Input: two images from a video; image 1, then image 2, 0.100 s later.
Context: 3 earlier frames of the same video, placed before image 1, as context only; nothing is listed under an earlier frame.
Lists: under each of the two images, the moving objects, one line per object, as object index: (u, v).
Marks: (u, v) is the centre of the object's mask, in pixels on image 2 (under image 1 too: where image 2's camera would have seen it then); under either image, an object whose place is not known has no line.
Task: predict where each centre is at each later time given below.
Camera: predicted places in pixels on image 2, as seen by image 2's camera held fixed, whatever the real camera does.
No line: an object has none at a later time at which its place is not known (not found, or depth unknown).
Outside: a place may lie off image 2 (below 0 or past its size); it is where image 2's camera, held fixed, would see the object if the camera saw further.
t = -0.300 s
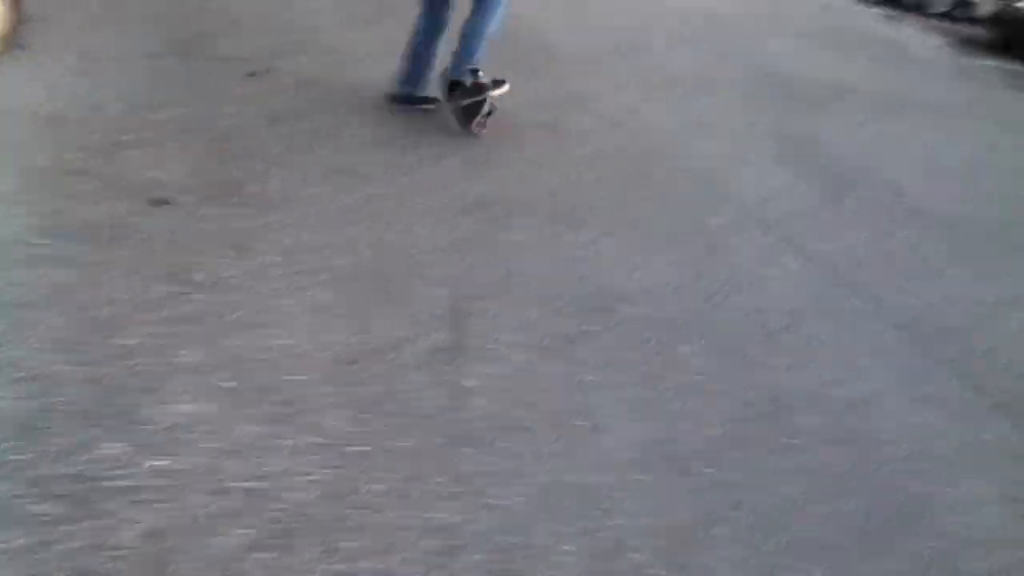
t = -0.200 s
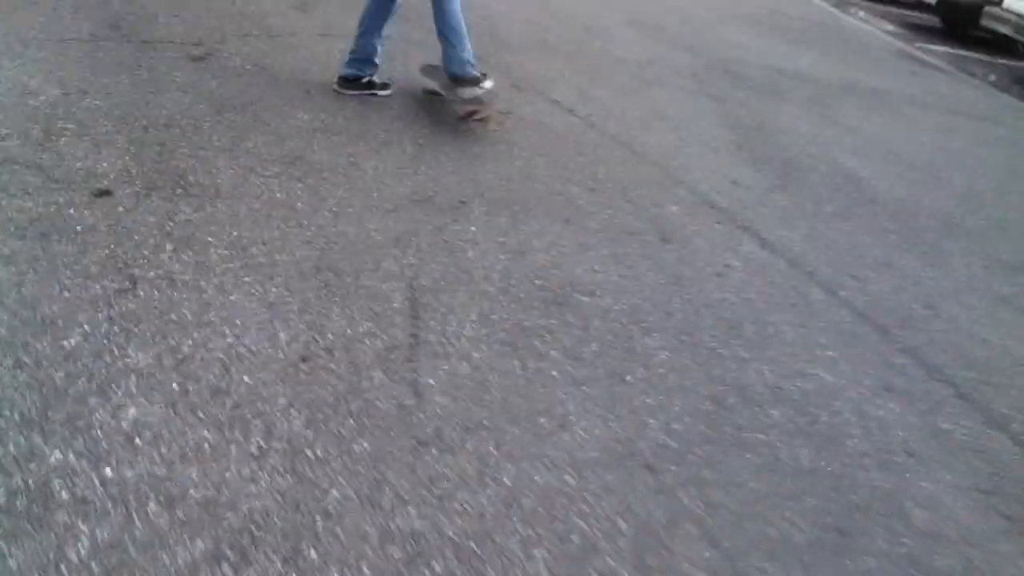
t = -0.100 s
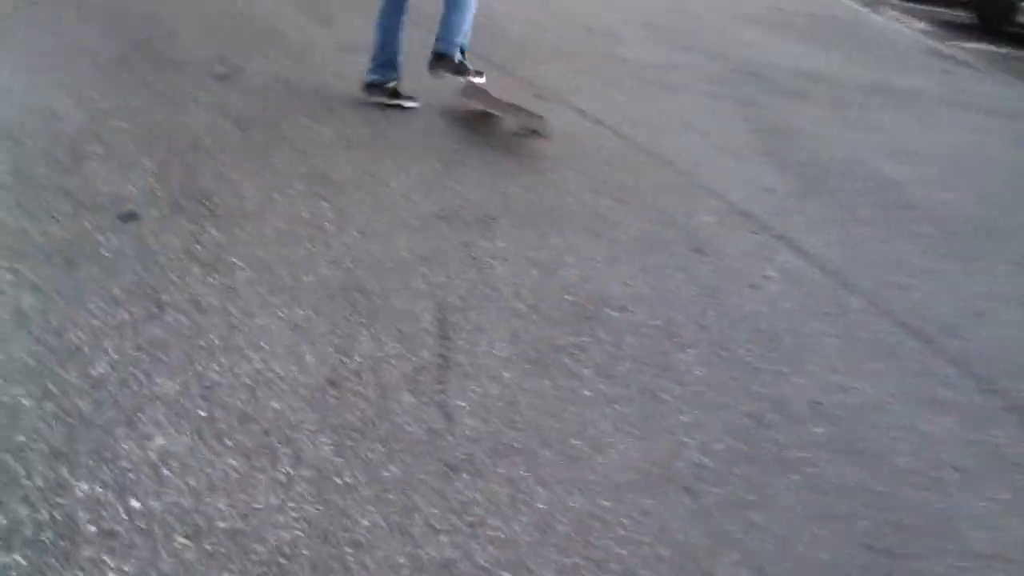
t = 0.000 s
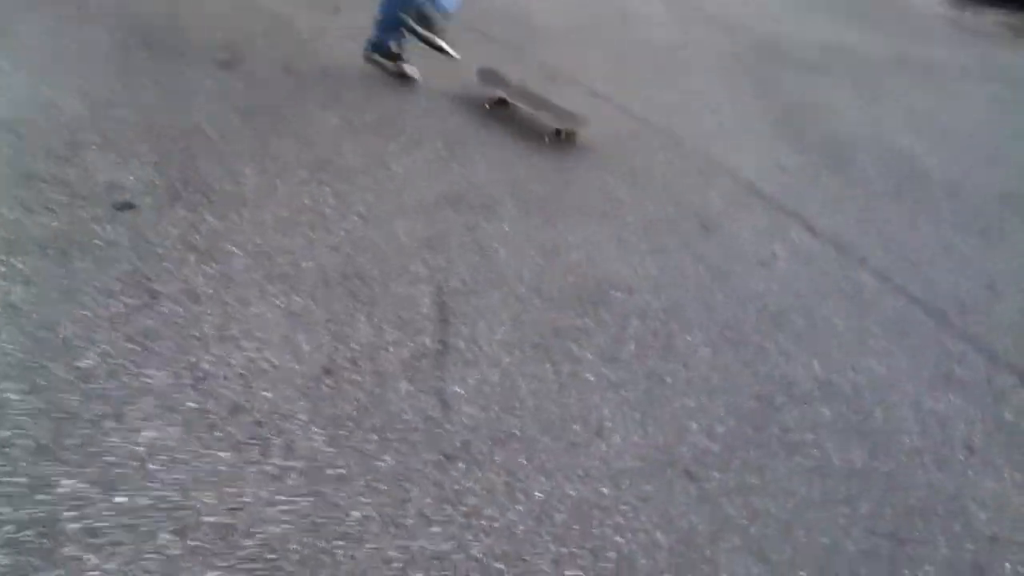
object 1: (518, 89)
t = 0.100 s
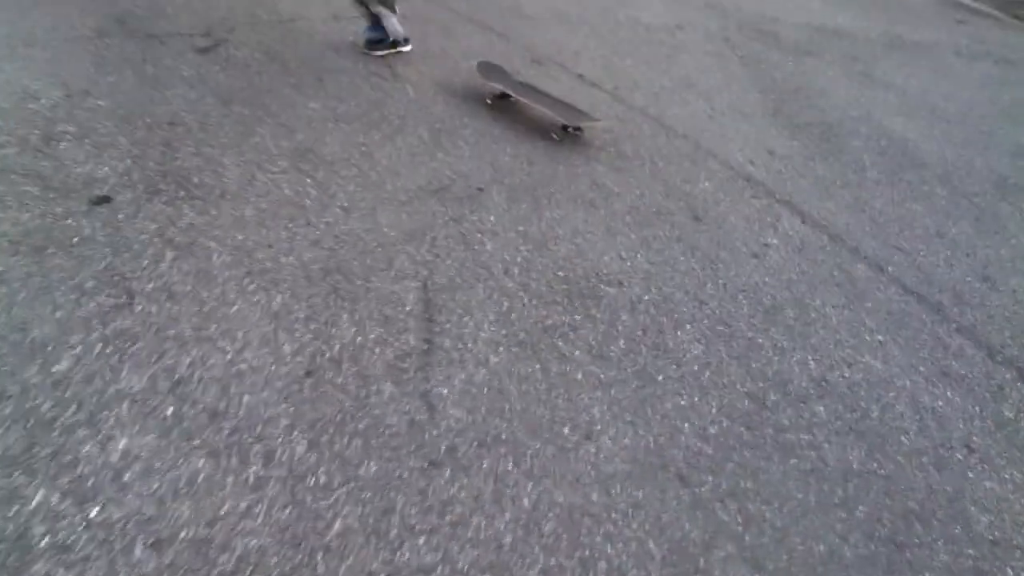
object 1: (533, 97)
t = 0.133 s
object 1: (540, 100)
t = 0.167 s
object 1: (544, 103)
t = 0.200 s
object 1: (550, 106)
